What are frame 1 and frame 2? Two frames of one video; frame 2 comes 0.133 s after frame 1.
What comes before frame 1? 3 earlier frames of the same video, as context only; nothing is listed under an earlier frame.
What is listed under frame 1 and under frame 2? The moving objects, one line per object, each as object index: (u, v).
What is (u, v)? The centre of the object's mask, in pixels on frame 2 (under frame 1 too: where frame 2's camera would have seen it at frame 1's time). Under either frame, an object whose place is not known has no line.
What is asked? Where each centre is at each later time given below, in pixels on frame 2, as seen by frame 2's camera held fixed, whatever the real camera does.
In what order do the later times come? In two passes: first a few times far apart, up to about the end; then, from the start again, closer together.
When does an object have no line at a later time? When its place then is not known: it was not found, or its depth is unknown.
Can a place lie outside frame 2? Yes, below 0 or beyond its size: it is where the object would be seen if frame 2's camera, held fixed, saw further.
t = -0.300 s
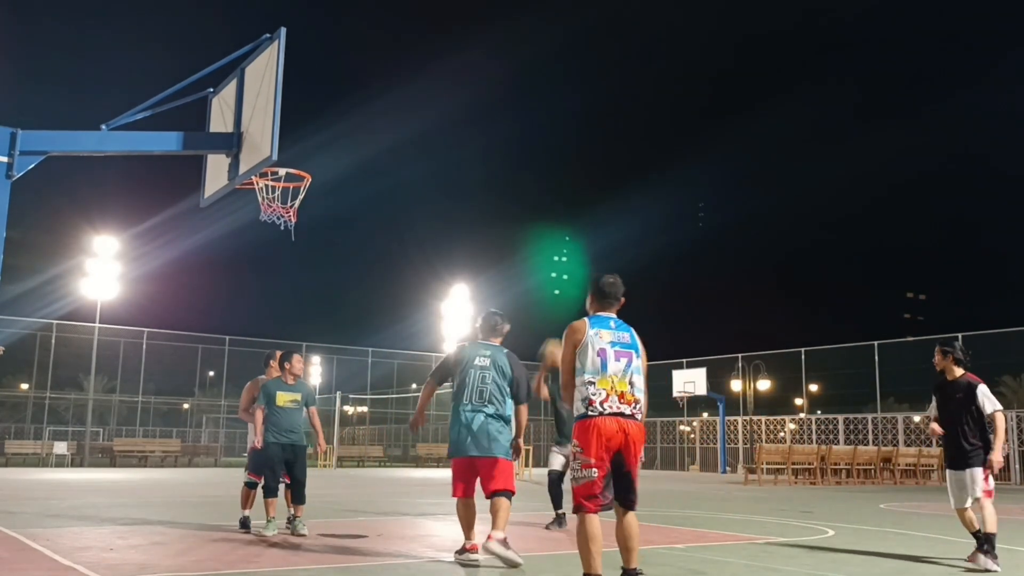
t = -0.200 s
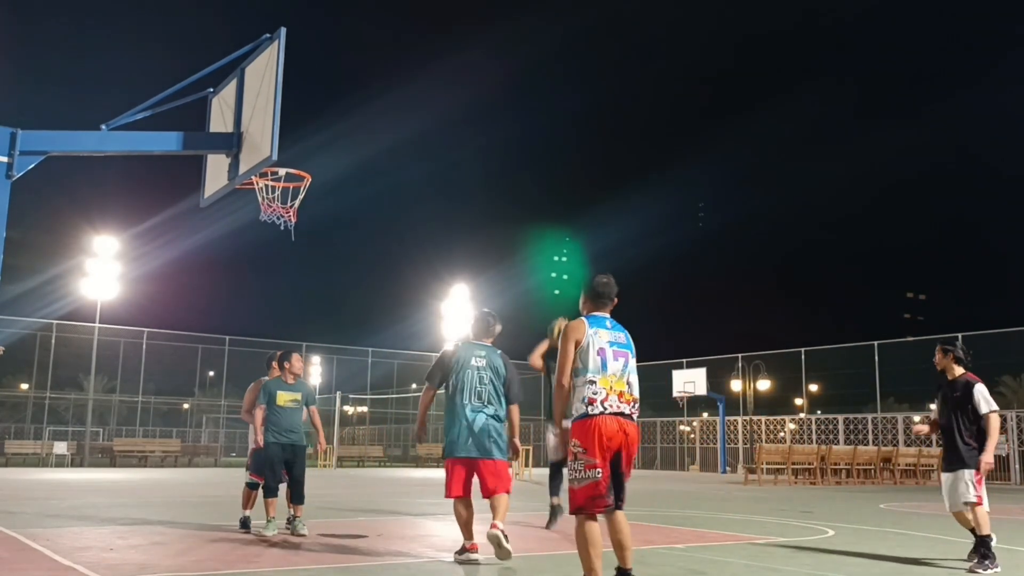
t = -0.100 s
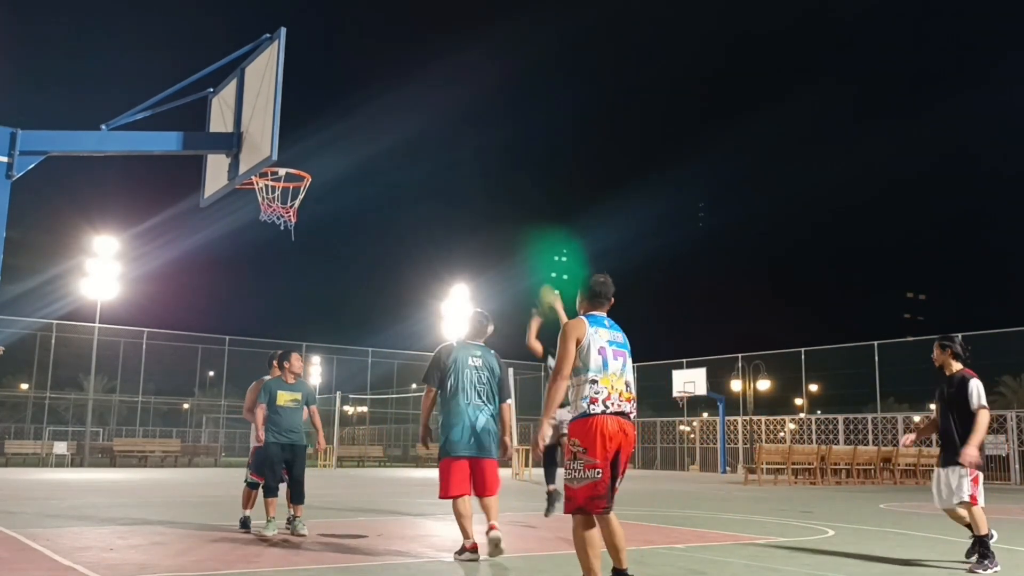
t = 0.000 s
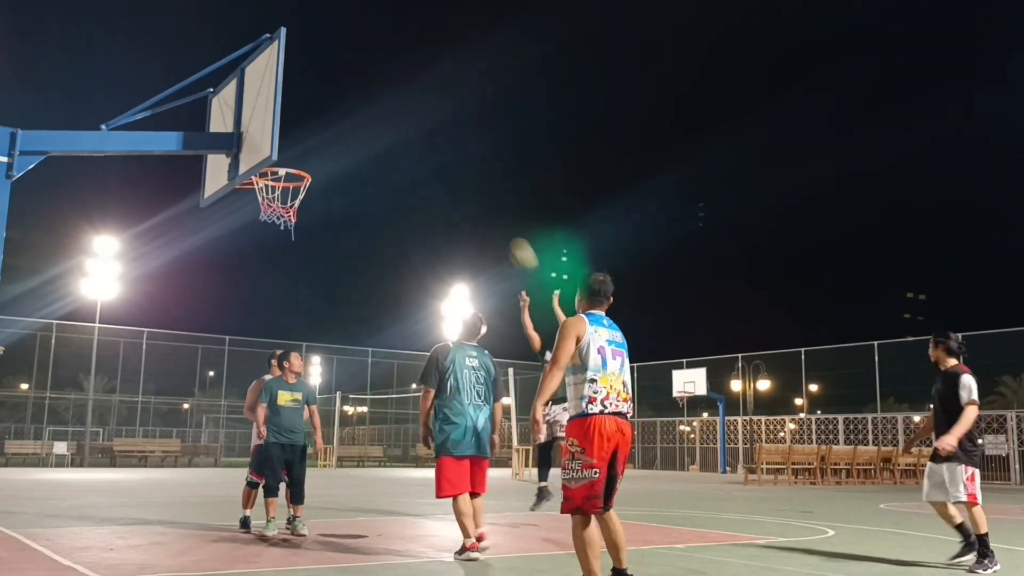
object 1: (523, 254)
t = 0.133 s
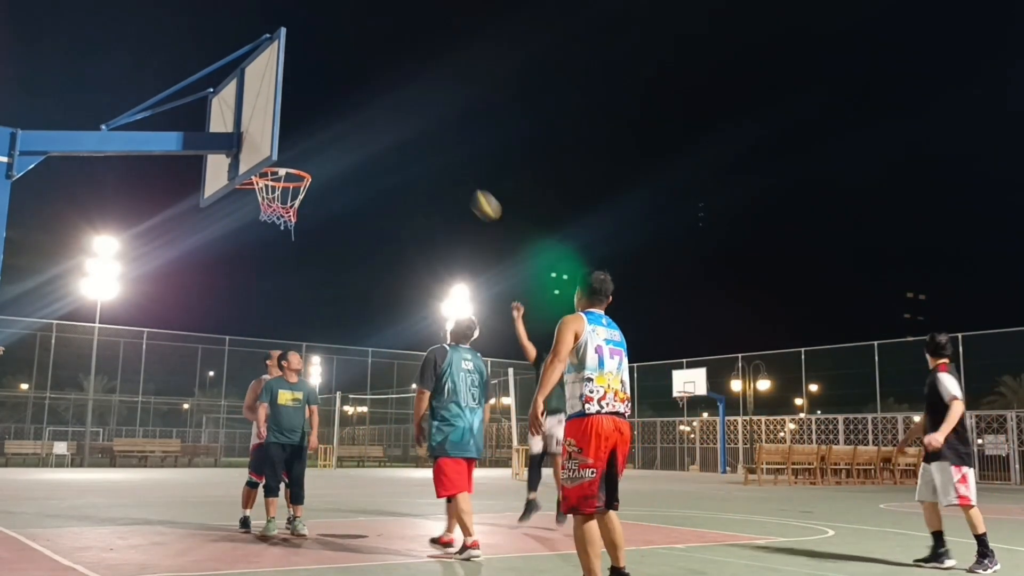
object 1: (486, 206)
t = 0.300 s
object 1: (437, 166)
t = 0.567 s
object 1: (350, 158)
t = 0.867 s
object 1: (354, 179)
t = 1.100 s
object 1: (399, 227)
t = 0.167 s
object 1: (476, 196)
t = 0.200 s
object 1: (467, 187)
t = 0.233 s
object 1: (457, 179)
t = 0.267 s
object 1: (447, 172)
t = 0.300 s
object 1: (437, 166)
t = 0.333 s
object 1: (426, 161)
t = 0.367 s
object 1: (417, 157)
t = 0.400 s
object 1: (406, 154)
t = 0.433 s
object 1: (396, 153)
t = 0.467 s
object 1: (385, 153)
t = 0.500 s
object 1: (373, 153)
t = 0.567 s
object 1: (350, 158)
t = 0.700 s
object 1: (318, 175)
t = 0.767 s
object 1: (331, 174)
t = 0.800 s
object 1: (339, 175)
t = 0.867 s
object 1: (354, 179)
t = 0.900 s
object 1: (360, 182)
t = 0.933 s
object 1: (366, 187)
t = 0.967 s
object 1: (373, 193)
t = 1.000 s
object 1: (380, 200)
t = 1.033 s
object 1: (386, 208)
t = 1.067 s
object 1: (393, 217)
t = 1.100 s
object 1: (399, 227)
